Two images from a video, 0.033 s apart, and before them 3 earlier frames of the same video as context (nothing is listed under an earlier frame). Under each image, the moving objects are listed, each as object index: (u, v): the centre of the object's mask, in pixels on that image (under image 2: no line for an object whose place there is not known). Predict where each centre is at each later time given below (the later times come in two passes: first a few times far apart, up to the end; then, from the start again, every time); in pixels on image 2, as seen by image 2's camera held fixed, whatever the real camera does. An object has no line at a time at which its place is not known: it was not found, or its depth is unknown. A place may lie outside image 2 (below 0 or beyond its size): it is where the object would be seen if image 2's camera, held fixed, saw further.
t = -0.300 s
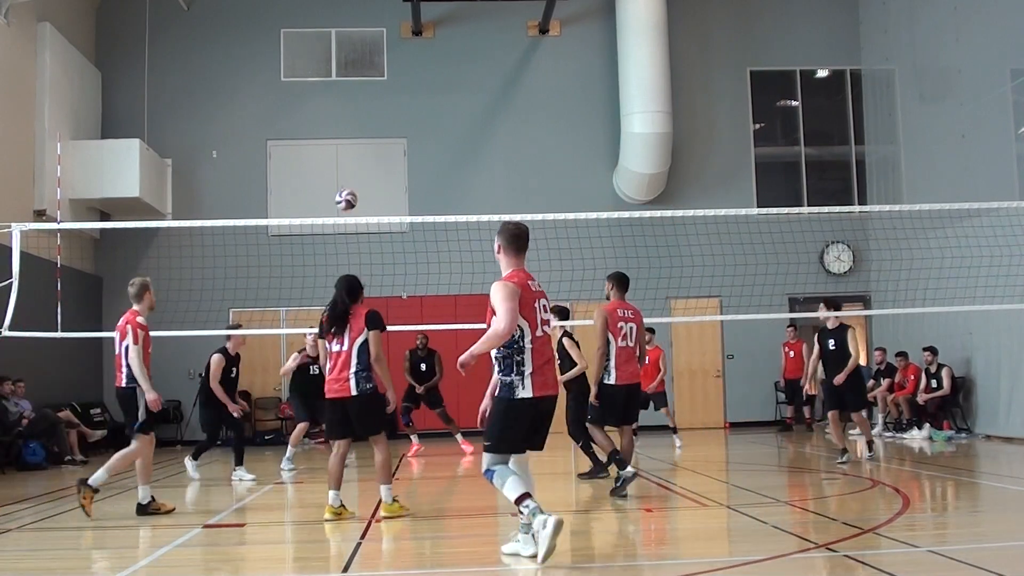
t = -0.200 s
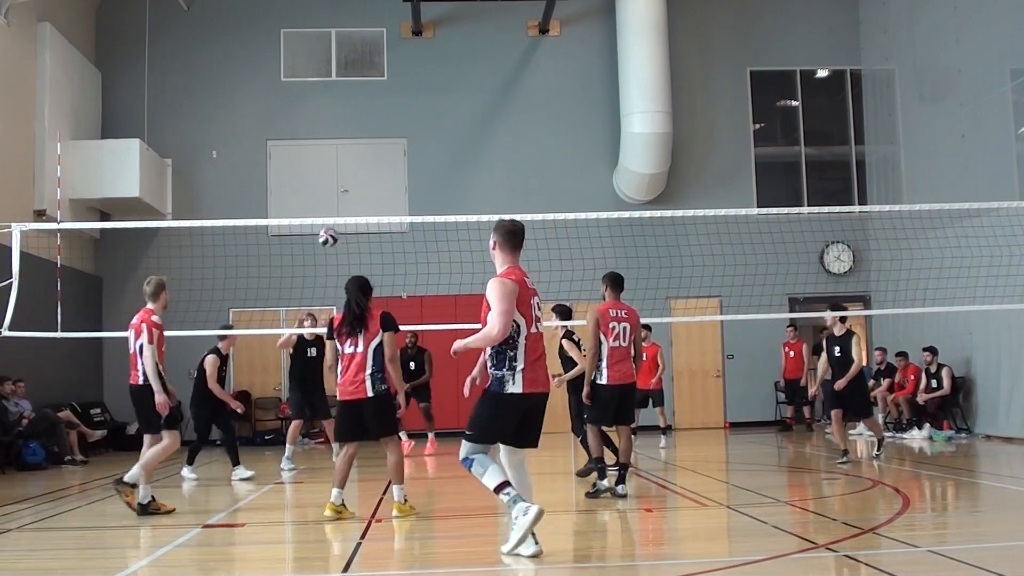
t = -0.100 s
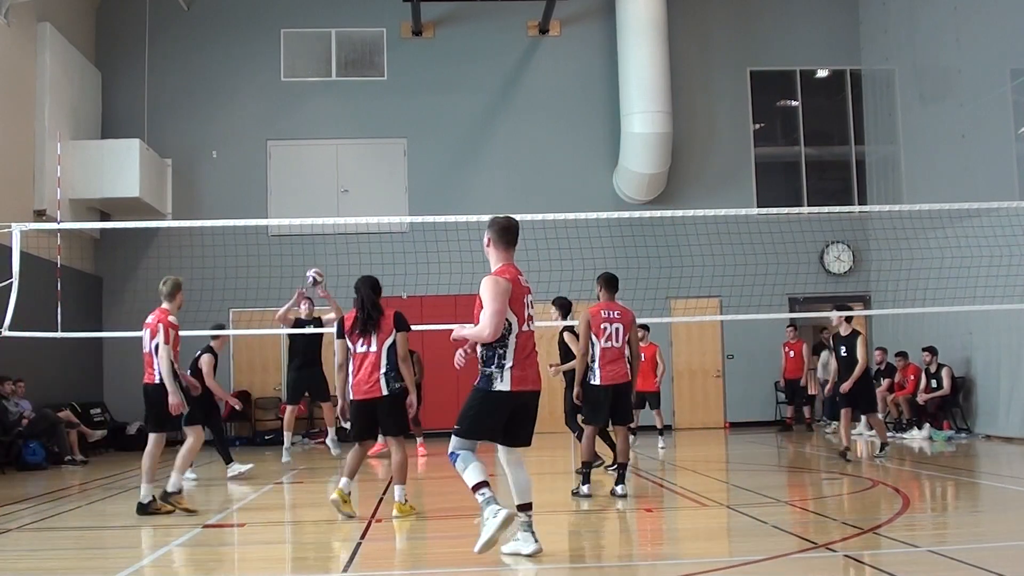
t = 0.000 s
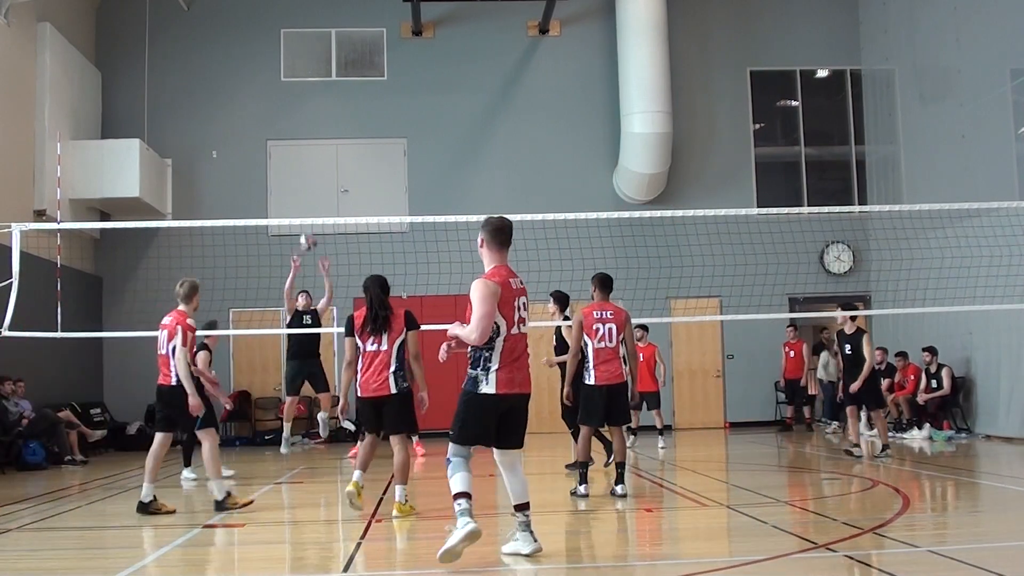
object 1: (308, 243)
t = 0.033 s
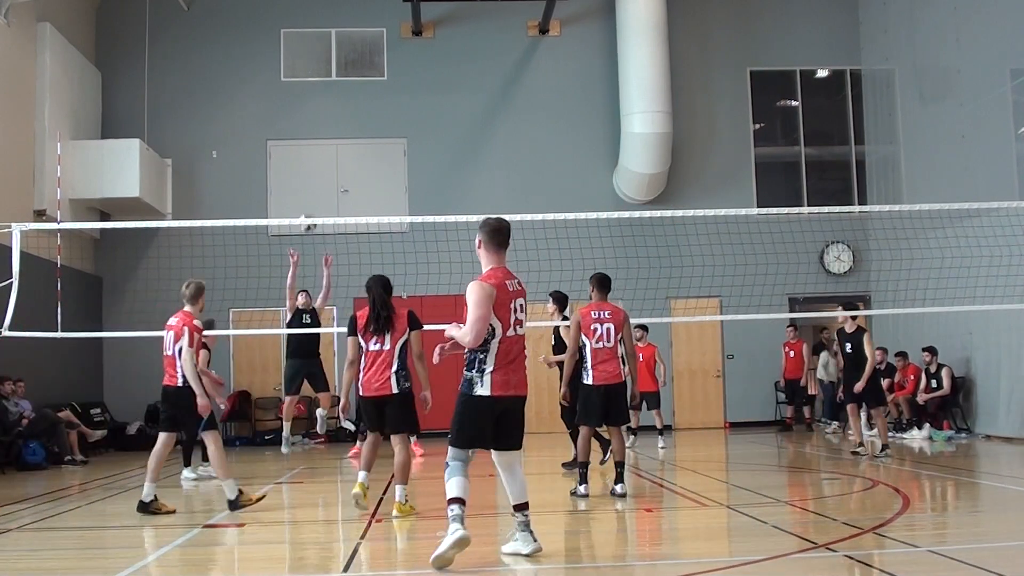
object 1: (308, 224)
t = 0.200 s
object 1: (306, 144)
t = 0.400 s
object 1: (304, 82)
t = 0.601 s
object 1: (302, 53)
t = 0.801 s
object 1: (300, 55)
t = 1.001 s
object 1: (300, 88)
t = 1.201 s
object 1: (300, 150)
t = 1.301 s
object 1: (300, 191)
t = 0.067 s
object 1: (307, 205)
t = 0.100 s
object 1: (307, 189)
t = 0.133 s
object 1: (306, 173)
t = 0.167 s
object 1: (306, 158)
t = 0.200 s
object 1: (306, 144)
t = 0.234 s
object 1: (305, 131)
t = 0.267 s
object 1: (305, 120)
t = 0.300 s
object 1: (305, 109)
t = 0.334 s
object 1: (304, 99)
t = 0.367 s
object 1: (304, 90)
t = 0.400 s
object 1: (304, 82)
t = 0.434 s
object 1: (303, 75)
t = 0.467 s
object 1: (303, 69)
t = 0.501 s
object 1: (303, 63)
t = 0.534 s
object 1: (302, 60)
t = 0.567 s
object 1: (302, 56)
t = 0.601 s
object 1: (302, 53)
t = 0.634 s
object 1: (302, 51)
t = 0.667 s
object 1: (302, 51)
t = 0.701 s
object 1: (301, 50)
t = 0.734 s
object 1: (301, 51)
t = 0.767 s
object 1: (301, 53)
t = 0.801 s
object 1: (300, 55)
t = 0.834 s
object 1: (301, 58)
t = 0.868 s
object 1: (301, 62)
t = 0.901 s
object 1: (300, 68)
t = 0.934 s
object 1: (300, 73)
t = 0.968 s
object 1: (300, 80)
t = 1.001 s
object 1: (300, 88)
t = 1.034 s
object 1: (300, 96)
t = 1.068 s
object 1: (300, 105)
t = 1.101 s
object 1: (299, 115)
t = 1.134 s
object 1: (299, 126)
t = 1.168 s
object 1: (299, 138)
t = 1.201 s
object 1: (300, 150)
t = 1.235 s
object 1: (300, 163)
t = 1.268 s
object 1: (300, 176)
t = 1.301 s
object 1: (300, 191)
